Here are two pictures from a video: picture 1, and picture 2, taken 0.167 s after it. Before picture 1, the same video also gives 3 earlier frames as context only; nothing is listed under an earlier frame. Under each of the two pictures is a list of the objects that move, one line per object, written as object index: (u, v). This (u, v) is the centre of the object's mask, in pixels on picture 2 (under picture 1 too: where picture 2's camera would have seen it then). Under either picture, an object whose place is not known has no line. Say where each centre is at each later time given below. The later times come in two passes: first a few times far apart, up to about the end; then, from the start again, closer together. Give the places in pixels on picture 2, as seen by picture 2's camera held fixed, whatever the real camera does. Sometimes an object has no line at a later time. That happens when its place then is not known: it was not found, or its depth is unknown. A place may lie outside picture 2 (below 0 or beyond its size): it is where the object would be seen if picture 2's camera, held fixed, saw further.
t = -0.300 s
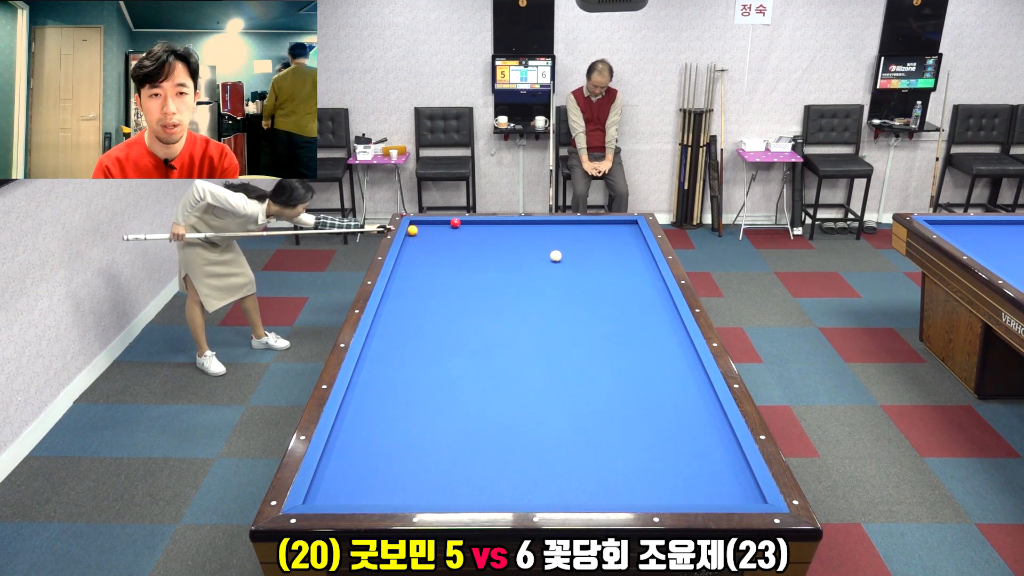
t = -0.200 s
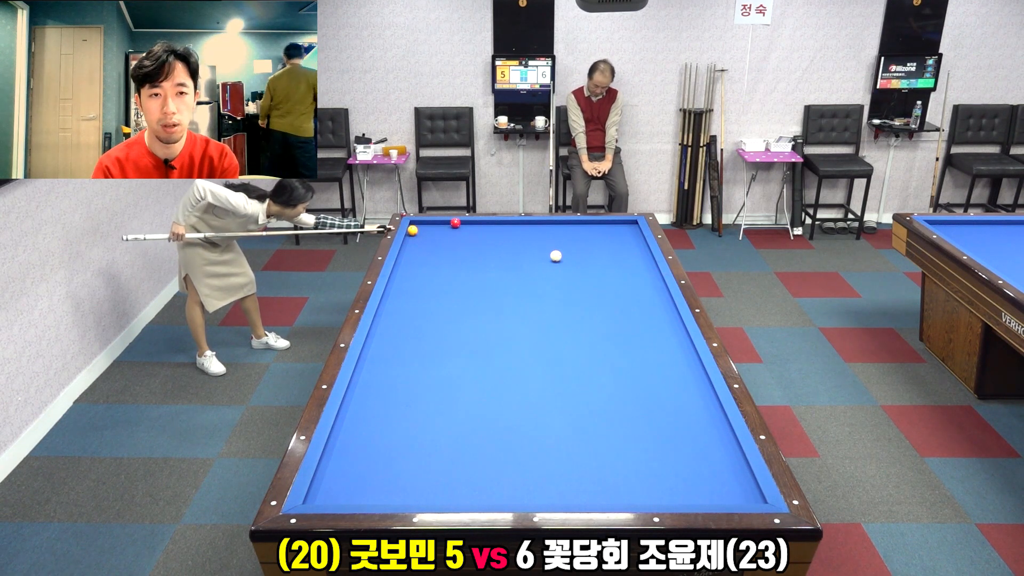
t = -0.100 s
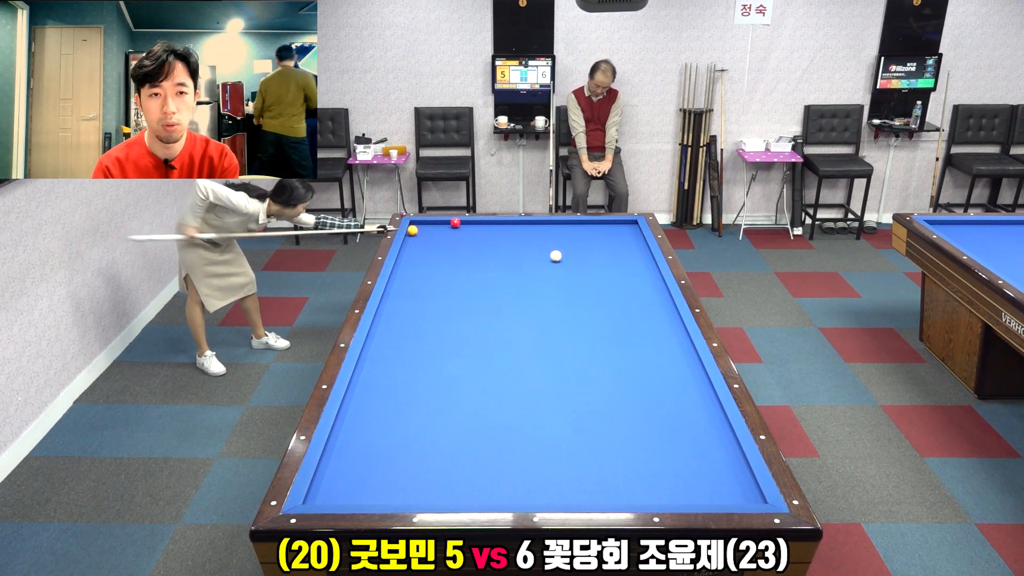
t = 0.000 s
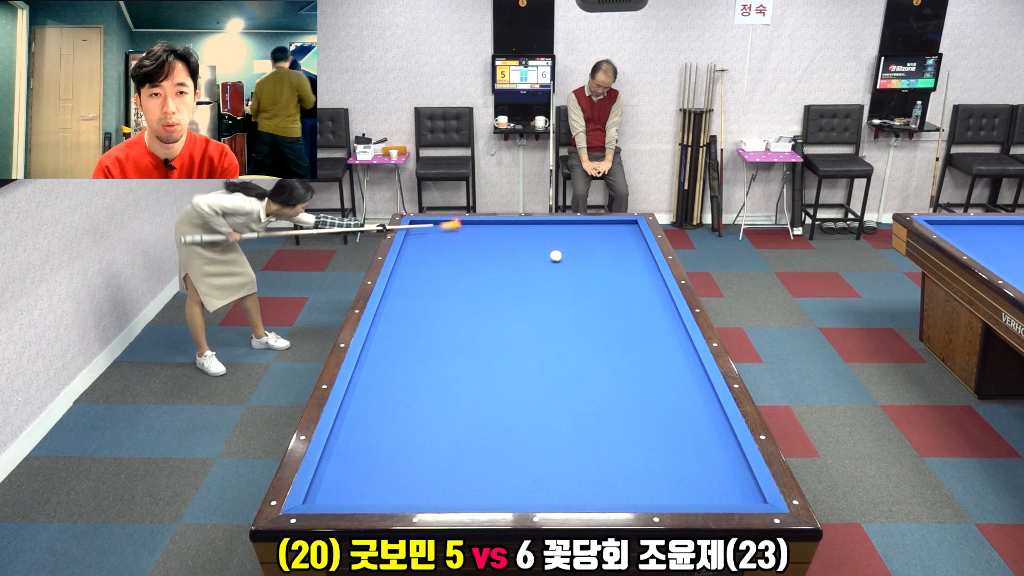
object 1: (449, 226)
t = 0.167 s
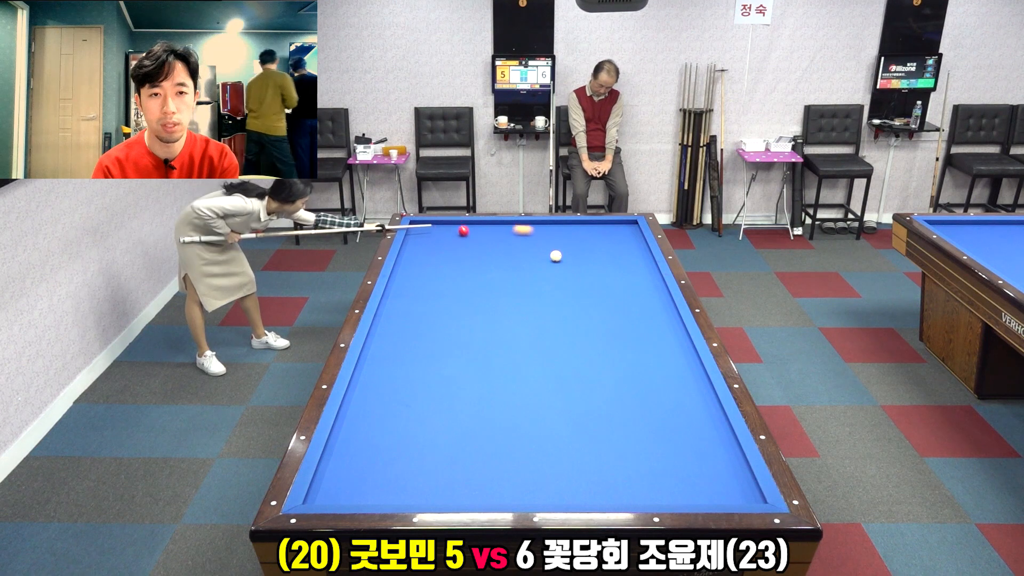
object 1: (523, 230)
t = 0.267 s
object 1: (568, 231)
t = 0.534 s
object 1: (596, 231)
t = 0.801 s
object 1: (514, 227)
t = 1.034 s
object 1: (456, 224)
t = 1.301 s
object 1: (429, 222)
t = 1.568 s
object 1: (466, 222)
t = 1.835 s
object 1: (500, 223)
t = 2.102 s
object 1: (533, 223)
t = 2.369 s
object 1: (566, 224)
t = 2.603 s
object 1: (595, 224)
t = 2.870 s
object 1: (626, 225)
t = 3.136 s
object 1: (619, 225)
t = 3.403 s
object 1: (602, 226)
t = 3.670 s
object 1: (585, 227)
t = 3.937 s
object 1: (568, 228)
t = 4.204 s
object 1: (552, 228)
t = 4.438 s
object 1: (538, 229)
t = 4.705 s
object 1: (523, 230)
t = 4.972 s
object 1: (507, 230)
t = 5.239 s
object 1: (493, 231)
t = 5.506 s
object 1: (479, 232)
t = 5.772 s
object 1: (465, 232)
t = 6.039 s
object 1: (452, 233)
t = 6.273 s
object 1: (440, 233)
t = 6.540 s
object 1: (428, 234)
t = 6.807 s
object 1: (416, 234)
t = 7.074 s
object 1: (412, 235)
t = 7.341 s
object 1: (419, 235)
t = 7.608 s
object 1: (424, 235)
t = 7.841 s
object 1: (429, 235)
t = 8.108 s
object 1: (434, 235)
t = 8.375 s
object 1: (439, 235)
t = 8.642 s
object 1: (443, 236)
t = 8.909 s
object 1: (447, 236)
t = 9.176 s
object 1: (451, 236)
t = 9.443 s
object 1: (454, 236)
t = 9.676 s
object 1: (456, 236)
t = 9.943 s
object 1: (458, 235)
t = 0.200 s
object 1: (538, 230)
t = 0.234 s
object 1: (553, 231)
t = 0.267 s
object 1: (568, 231)
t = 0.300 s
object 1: (583, 232)
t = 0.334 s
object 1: (598, 232)
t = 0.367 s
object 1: (613, 232)
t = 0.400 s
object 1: (629, 232)
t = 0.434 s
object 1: (633, 232)
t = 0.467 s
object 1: (621, 232)
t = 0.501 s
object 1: (609, 231)
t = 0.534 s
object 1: (596, 231)
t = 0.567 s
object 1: (585, 231)
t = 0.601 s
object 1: (573, 230)
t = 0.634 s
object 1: (562, 229)
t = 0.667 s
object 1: (552, 229)
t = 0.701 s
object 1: (541, 229)
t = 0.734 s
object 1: (532, 228)
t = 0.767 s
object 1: (522, 228)
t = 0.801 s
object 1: (514, 227)
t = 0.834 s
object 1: (505, 227)
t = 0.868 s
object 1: (497, 226)
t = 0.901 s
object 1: (488, 226)
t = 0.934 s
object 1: (480, 226)
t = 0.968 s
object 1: (472, 225)
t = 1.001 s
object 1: (464, 225)
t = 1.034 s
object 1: (456, 224)
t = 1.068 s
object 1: (448, 224)
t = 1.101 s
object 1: (440, 224)
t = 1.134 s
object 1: (432, 223)
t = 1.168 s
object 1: (425, 223)
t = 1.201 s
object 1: (417, 223)
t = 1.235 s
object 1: (417, 222)
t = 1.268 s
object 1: (423, 222)
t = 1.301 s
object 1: (429, 222)
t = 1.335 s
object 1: (435, 222)
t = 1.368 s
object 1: (440, 222)
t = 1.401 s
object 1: (445, 222)
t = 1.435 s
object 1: (450, 222)
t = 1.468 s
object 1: (454, 222)
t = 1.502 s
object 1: (458, 222)
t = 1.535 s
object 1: (462, 222)
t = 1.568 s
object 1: (466, 222)
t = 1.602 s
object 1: (470, 222)
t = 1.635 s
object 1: (475, 222)
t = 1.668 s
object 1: (479, 222)
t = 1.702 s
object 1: (483, 222)
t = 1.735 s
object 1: (487, 222)
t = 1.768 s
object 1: (491, 222)
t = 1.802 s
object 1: (496, 223)
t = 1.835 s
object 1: (500, 223)
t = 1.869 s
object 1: (504, 223)
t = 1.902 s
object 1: (508, 223)
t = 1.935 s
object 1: (513, 223)
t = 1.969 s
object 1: (517, 223)
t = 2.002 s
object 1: (521, 223)
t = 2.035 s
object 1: (525, 223)
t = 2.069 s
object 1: (529, 223)
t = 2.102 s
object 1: (533, 223)
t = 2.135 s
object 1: (538, 223)
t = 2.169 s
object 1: (542, 223)
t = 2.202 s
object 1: (546, 223)
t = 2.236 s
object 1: (550, 223)
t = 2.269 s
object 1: (554, 224)
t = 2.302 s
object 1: (558, 224)
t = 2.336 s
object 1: (562, 224)
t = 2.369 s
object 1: (566, 224)
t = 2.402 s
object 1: (570, 224)
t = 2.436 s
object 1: (575, 224)
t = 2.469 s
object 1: (579, 224)
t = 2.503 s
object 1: (583, 224)
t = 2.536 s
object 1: (587, 224)
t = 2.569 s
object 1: (591, 224)
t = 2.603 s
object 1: (595, 224)
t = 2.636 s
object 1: (599, 224)
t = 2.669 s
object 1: (603, 224)
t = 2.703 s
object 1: (607, 224)
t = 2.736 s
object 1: (611, 224)
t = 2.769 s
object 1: (615, 224)
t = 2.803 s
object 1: (619, 224)
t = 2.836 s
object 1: (623, 224)
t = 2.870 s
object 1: (626, 225)
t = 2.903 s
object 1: (631, 225)
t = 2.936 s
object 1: (633, 225)
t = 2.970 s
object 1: (631, 225)
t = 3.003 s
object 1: (628, 225)
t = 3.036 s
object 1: (626, 225)
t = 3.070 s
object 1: (624, 225)
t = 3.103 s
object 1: (622, 225)
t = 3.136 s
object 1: (619, 225)
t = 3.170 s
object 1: (617, 226)
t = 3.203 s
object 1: (615, 226)
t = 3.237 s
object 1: (613, 226)
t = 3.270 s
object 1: (611, 226)
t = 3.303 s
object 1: (608, 226)
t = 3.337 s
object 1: (606, 226)
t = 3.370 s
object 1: (604, 226)
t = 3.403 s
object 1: (602, 226)
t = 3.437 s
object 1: (600, 226)
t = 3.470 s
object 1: (598, 226)
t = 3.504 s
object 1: (595, 227)
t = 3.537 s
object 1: (593, 227)
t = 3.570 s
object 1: (591, 227)
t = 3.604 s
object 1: (589, 227)
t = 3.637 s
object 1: (587, 227)
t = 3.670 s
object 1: (585, 227)
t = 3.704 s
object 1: (583, 227)
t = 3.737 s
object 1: (581, 227)
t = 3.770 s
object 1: (579, 227)
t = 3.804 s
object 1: (577, 227)
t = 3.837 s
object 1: (574, 227)
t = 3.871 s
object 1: (572, 228)
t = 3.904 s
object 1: (570, 228)
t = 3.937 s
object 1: (568, 228)
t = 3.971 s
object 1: (566, 228)
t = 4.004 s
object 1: (564, 228)
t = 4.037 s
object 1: (562, 228)
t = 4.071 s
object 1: (560, 228)
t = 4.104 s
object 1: (558, 228)
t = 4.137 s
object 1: (556, 228)
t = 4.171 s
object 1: (554, 228)
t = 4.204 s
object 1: (552, 228)
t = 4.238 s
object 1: (550, 228)
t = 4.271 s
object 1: (548, 228)
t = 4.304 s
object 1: (546, 229)
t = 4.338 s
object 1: (544, 229)
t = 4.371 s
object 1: (542, 229)
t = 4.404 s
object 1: (540, 229)
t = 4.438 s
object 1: (538, 229)
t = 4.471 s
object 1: (536, 229)
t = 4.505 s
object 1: (534, 229)
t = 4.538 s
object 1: (532, 229)
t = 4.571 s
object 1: (530, 229)
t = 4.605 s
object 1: (528, 229)
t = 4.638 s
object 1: (526, 230)
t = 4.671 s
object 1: (524, 230)
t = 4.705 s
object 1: (523, 230)
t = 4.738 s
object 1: (521, 230)
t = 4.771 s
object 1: (519, 230)
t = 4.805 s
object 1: (517, 230)
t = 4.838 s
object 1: (515, 230)
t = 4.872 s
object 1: (513, 230)
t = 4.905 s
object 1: (511, 230)
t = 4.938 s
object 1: (509, 230)
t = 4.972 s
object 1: (507, 230)
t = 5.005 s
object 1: (506, 230)
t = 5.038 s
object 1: (504, 230)
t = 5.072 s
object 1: (502, 231)
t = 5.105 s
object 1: (500, 231)
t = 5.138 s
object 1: (498, 231)
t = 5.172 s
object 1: (497, 231)
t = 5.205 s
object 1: (495, 231)
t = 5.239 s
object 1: (493, 231)
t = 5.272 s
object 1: (491, 231)
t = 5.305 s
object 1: (489, 231)
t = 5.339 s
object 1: (487, 231)
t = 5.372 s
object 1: (486, 231)
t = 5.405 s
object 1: (484, 231)
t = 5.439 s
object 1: (482, 231)
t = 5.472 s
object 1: (481, 231)
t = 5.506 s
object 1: (479, 232)
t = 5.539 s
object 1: (477, 232)
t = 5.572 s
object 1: (475, 232)
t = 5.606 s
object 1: (474, 232)
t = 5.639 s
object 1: (472, 232)
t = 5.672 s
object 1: (470, 232)
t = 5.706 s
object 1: (468, 232)
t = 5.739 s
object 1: (467, 232)
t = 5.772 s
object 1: (465, 232)
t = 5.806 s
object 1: (463, 232)
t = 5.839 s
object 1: (462, 232)
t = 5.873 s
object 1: (460, 232)
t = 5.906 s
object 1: (458, 232)
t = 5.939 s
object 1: (457, 232)
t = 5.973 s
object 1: (455, 233)
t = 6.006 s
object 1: (453, 233)
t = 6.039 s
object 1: (452, 233)
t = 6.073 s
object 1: (450, 233)
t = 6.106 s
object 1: (449, 233)
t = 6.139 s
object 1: (447, 233)
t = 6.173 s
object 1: (445, 233)
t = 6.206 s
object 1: (444, 233)
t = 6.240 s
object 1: (442, 233)
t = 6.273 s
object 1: (440, 233)
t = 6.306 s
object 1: (439, 233)
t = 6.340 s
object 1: (438, 233)
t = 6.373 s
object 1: (436, 233)
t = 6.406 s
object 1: (434, 233)
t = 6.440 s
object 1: (433, 234)
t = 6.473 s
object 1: (431, 234)
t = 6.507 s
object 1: (430, 234)
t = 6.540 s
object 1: (428, 234)
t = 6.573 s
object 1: (427, 234)
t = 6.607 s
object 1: (425, 234)
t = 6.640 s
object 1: (424, 234)
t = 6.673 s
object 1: (422, 234)
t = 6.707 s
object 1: (421, 234)
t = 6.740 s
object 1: (419, 234)
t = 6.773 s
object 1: (418, 234)
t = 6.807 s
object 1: (416, 234)
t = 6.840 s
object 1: (415, 234)
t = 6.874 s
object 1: (413, 234)
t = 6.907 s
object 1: (412, 234)
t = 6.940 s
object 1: (411, 235)
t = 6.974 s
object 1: (410, 235)
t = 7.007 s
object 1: (411, 235)
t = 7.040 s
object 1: (411, 235)
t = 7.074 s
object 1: (412, 235)
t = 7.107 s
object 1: (413, 235)
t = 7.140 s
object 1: (414, 235)
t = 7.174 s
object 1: (415, 235)
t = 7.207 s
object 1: (415, 235)
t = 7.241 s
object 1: (416, 235)
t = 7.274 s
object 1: (417, 235)
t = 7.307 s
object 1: (418, 235)
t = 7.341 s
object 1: (419, 235)
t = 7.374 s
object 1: (419, 235)
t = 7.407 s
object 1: (420, 235)
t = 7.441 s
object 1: (421, 235)
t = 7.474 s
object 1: (422, 235)
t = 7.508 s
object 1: (423, 235)
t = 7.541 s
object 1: (423, 235)
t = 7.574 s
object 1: (424, 235)
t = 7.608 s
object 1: (424, 235)
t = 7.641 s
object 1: (425, 235)
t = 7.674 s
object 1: (426, 235)
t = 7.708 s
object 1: (427, 235)
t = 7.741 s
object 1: (427, 235)
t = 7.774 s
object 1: (428, 235)
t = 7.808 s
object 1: (428, 235)
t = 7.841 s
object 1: (429, 235)
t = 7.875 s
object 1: (430, 235)
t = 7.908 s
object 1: (430, 235)
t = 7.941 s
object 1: (431, 235)
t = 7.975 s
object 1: (432, 235)
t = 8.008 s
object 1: (432, 235)
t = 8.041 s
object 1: (433, 235)
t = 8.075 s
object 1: (433, 235)
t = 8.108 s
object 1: (434, 235)
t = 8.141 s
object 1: (435, 235)
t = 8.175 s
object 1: (436, 235)
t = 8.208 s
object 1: (436, 235)
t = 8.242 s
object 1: (437, 235)
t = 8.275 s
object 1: (437, 235)
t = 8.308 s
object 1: (438, 235)
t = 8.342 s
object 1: (438, 235)
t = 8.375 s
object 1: (439, 235)
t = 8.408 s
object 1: (440, 235)
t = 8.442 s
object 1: (440, 235)
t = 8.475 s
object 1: (441, 235)
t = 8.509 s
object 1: (441, 235)
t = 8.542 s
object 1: (442, 236)
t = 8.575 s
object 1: (442, 236)
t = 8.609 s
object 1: (443, 236)
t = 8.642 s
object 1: (443, 236)
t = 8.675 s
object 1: (444, 236)
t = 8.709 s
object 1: (444, 236)
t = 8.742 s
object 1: (445, 236)
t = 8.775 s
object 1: (445, 236)
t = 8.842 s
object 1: (446, 236)
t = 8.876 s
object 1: (447, 236)
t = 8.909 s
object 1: (447, 236)
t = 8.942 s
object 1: (448, 236)
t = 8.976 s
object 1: (448, 235)
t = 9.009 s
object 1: (448, 236)
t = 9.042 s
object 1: (449, 236)
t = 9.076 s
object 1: (449, 236)
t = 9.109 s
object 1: (450, 236)
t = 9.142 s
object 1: (450, 236)
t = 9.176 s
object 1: (451, 236)
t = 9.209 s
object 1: (451, 236)
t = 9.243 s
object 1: (451, 236)
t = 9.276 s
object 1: (452, 236)
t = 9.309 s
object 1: (452, 236)
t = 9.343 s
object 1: (453, 236)
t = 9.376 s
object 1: (453, 236)
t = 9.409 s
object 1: (453, 236)
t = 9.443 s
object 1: (454, 236)
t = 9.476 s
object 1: (454, 236)
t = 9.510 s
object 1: (454, 236)
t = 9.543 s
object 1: (455, 236)
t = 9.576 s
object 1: (455, 236)
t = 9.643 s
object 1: (456, 236)
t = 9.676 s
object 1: (456, 236)
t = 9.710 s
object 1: (456, 236)
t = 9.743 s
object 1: (456, 236)
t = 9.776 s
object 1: (457, 236)
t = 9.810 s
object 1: (457, 236)
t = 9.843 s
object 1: (457, 236)
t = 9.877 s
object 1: (458, 235)
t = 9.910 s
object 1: (458, 236)
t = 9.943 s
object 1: (458, 235)
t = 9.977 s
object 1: (458, 236)
